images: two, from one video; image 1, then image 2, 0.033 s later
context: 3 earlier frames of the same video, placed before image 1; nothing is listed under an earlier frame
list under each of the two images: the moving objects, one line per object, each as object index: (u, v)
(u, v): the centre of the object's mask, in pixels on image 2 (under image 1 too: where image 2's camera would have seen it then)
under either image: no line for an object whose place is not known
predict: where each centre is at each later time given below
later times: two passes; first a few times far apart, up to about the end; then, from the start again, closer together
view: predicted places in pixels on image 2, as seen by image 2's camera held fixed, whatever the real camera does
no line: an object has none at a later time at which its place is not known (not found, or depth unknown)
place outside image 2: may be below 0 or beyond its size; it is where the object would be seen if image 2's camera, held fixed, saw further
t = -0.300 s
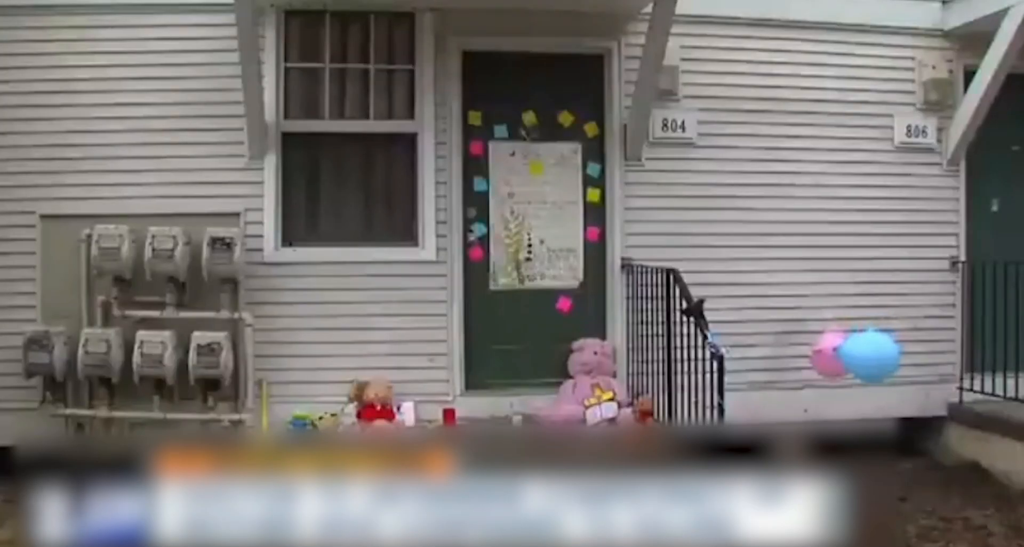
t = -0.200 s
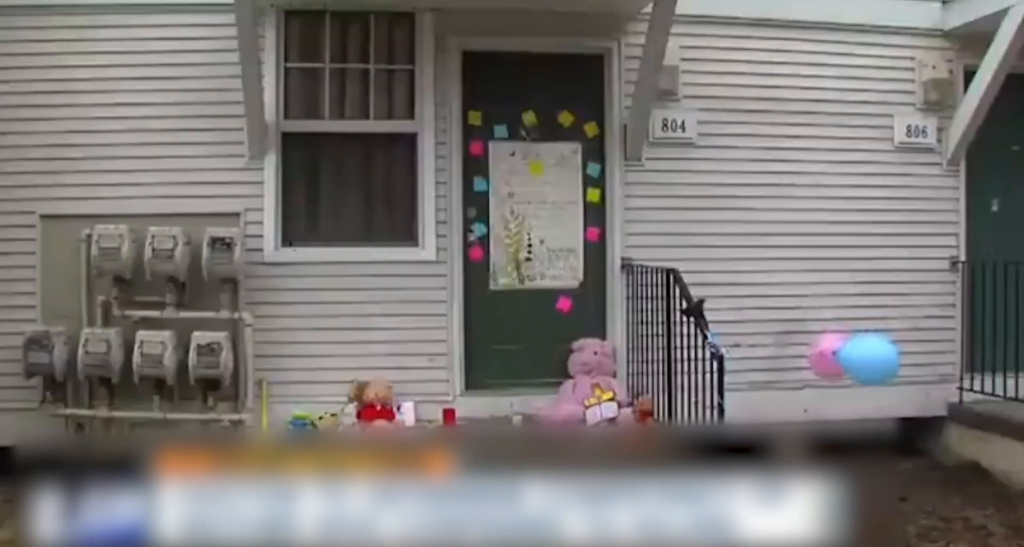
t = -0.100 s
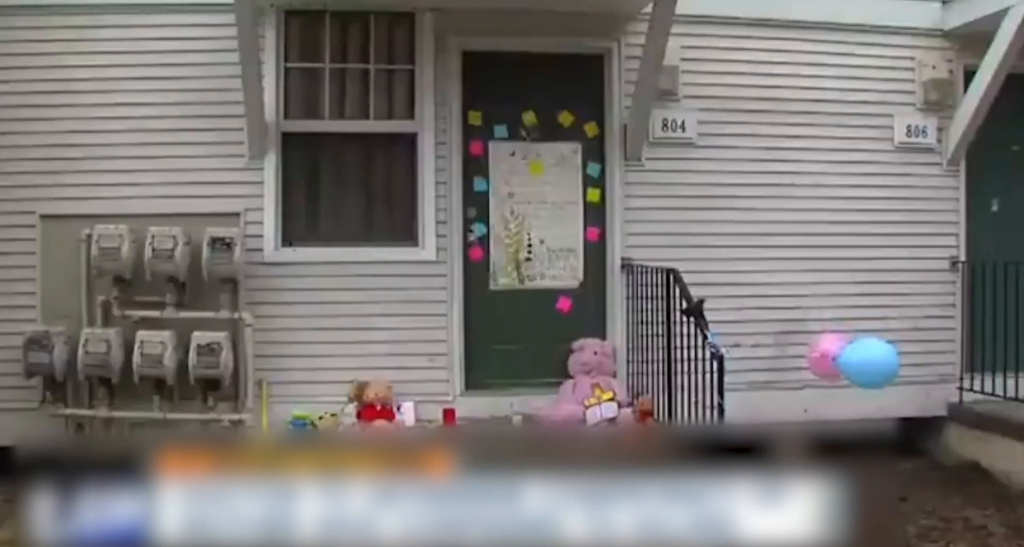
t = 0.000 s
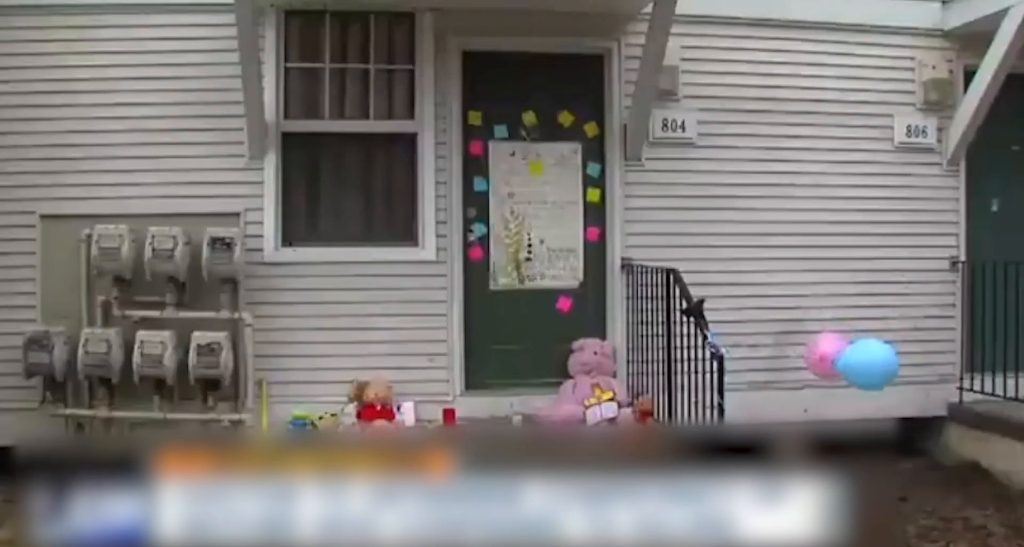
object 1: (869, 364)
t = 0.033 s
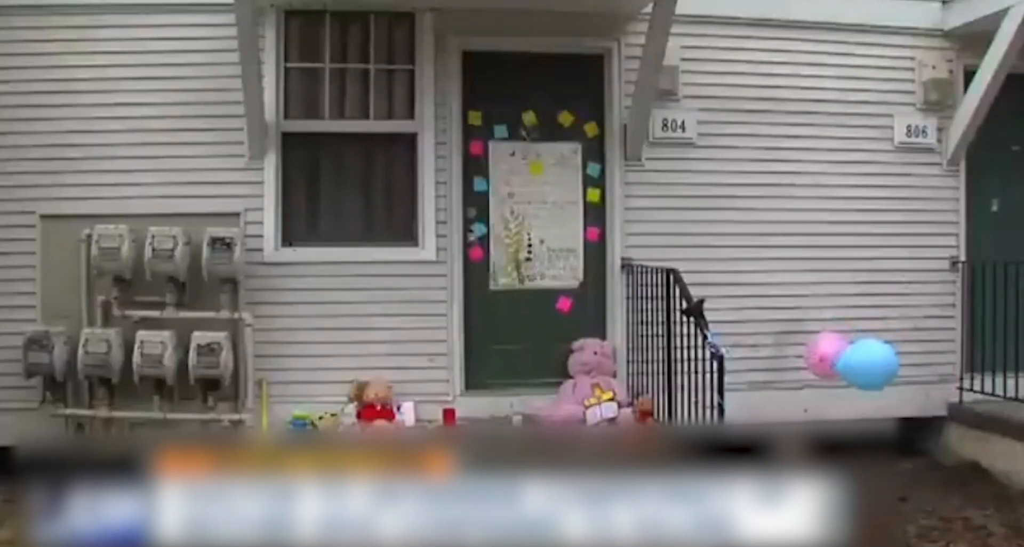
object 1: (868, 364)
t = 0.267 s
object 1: (864, 363)
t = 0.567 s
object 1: (862, 350)
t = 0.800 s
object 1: (862, 335)
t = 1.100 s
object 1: (860, 323)
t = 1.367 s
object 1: (857, 321)
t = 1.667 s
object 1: (855, 324)
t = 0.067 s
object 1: (868, 365)
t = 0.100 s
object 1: (867, 365)
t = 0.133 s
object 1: (866, 365)
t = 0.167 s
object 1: (866, 365)
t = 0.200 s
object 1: (866, 365)
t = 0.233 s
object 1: (864, 364)
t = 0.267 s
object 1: (864, 363)
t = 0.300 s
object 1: (863, 362)
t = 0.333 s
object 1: (863, 362)
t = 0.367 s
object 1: (862, 361)
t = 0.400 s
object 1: (862, 359)
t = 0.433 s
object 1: (862, 357)
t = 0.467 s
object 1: (862, 356)
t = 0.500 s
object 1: (862, 355)
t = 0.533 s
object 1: (861, 353)
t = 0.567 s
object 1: (862, 350)
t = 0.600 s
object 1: (861, 349)
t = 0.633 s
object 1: (862, 347)
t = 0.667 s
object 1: (862, 345)
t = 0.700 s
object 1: (862, 344)
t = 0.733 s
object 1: (862, 340)
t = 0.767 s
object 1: (862, 337)
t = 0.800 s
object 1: (862, 335)
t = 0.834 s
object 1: (862, 333)
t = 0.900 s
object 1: (861, 332)
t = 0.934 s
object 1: (861, 330)
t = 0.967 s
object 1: (861, 329)
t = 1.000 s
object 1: (860, 328)
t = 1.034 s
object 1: (861, 324)
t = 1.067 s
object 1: (860, 323)
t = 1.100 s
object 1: (860, 323)
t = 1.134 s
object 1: (860, 322)
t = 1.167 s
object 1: (859, 321)
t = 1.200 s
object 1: (859, 321)
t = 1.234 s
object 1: (859, 321)
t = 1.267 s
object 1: (858, 321)
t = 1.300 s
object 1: (858, 320)
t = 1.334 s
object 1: (857, 320)
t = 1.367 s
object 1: (857, 321)
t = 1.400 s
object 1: (857, 321)
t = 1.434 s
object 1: (857, 321)
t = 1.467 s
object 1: (856, 321)
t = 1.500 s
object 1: (856, 322)
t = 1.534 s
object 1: (856, 322)
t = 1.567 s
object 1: (856, 322)
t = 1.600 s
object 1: (856, 322)
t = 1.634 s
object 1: (855, 324)
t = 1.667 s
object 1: (855, 324)
